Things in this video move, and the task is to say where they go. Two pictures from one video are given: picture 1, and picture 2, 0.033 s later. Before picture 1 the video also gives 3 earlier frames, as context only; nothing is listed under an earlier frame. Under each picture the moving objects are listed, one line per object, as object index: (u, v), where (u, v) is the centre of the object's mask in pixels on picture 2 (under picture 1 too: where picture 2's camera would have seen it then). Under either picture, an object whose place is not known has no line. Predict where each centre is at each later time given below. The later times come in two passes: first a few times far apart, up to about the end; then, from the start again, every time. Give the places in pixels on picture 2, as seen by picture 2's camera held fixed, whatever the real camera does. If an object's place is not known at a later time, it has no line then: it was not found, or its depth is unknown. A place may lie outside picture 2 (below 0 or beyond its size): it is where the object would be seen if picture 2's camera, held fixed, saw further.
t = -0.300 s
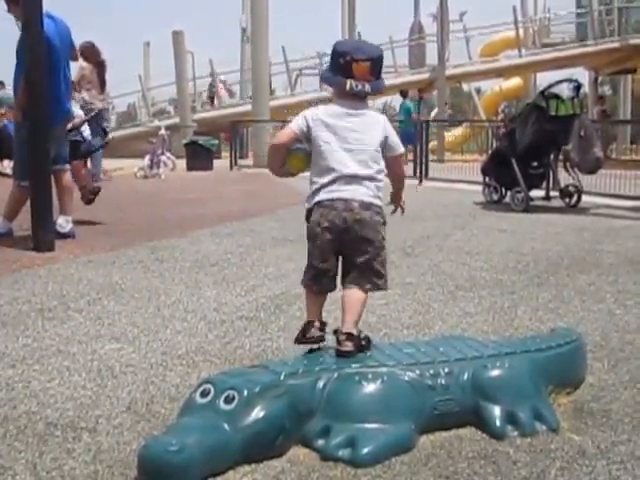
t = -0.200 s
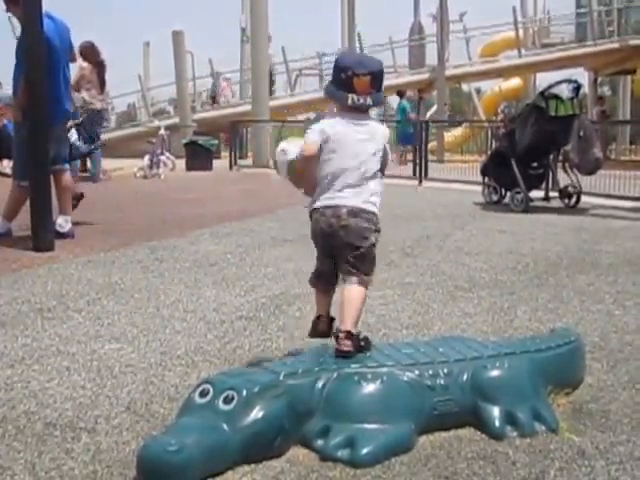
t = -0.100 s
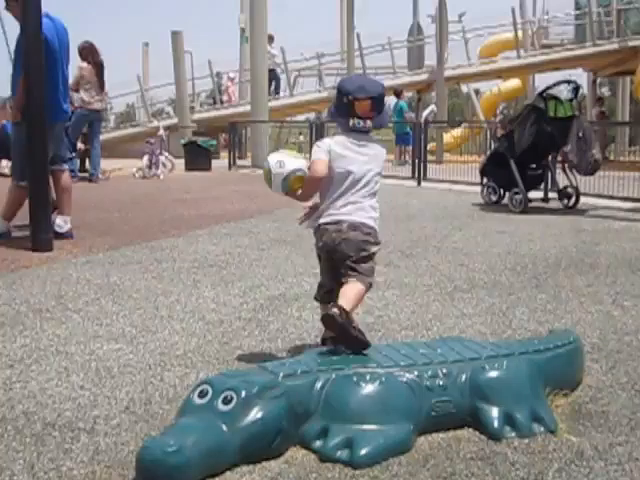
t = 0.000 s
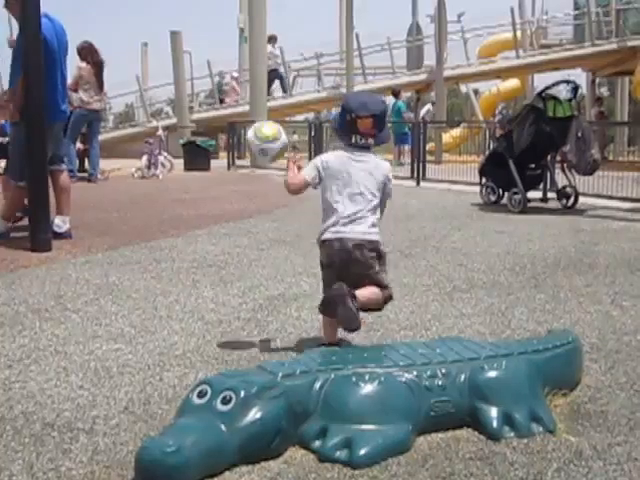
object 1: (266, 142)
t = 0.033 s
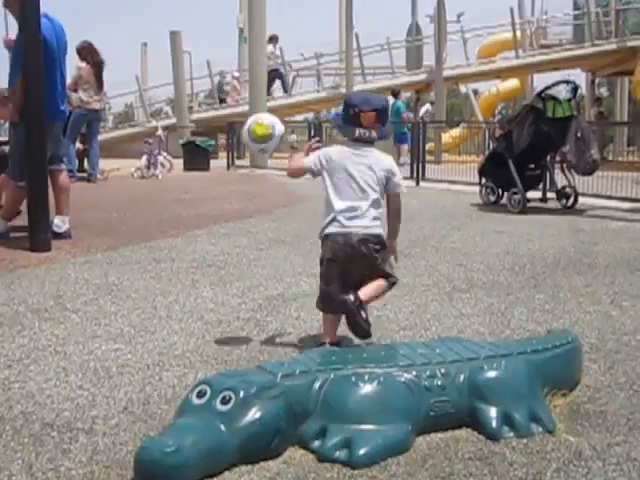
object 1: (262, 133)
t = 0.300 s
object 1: (247, 173)
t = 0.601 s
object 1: (237, 253)
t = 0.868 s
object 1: (231, 258)
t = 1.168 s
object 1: (222, 279)
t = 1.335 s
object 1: (219, 287)
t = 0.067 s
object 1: (261, 130)
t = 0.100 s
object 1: (259, 127)
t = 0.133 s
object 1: (256, 127)
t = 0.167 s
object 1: (254, 131)
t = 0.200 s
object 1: (254, 138)
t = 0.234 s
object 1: (250, 145)
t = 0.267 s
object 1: (248, 159)
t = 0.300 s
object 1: (247, 173)
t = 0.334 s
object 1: (245, 190)
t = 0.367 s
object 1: (244, 209)
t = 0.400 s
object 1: (243, 230)
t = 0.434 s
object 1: (243, 252)
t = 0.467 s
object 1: (242, 278)
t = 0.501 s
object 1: (242, 294)
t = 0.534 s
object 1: (241, 276)
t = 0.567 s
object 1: (239, 263)
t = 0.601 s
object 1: (237, 253)
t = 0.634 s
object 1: (236, 244)
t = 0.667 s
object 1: (235, 238)
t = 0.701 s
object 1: (234, 236)
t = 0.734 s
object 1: (233, 235)
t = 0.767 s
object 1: (232, 237)
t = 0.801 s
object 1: (232, 241)
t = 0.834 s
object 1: (231, 248)
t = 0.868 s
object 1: (231, 258)
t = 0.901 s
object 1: (230, 272)
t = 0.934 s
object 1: (229, 288)
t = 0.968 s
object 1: (228, 293)
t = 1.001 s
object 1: (227, 284)
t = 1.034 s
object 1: (226, 278)
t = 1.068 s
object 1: (225, 275)
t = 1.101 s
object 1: (224, 274)
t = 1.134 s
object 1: (223, 275)
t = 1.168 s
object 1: (222, 279)
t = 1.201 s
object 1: (221, 286)
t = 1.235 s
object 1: (221, 296)
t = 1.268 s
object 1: (220, 292)
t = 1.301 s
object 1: (219, 288)
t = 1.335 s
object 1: (219, 287)
